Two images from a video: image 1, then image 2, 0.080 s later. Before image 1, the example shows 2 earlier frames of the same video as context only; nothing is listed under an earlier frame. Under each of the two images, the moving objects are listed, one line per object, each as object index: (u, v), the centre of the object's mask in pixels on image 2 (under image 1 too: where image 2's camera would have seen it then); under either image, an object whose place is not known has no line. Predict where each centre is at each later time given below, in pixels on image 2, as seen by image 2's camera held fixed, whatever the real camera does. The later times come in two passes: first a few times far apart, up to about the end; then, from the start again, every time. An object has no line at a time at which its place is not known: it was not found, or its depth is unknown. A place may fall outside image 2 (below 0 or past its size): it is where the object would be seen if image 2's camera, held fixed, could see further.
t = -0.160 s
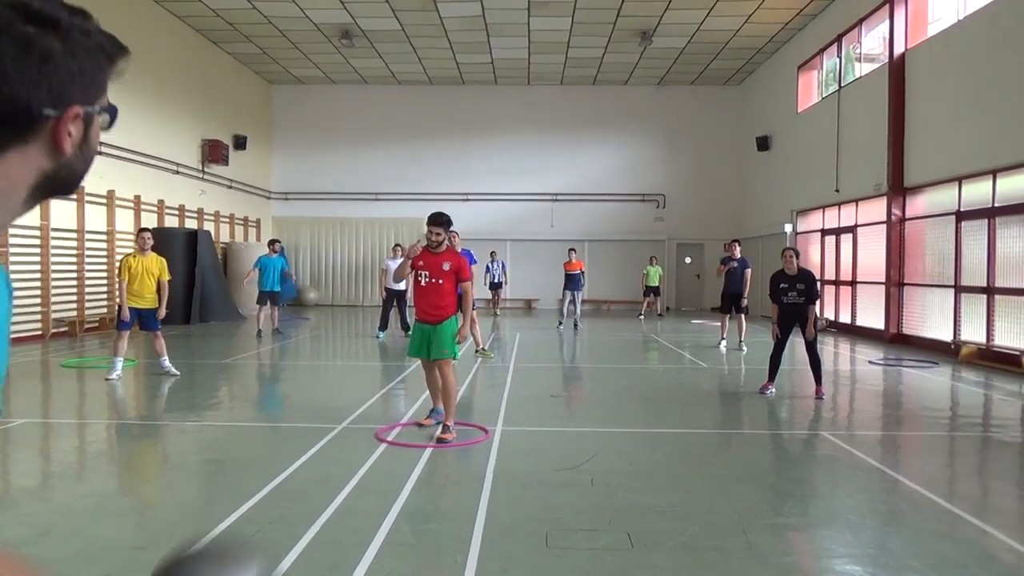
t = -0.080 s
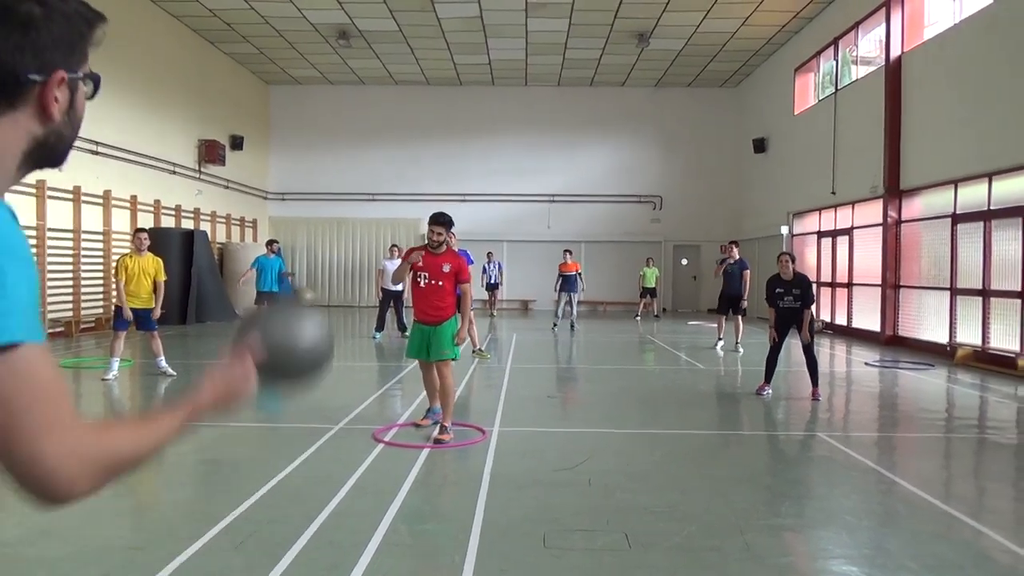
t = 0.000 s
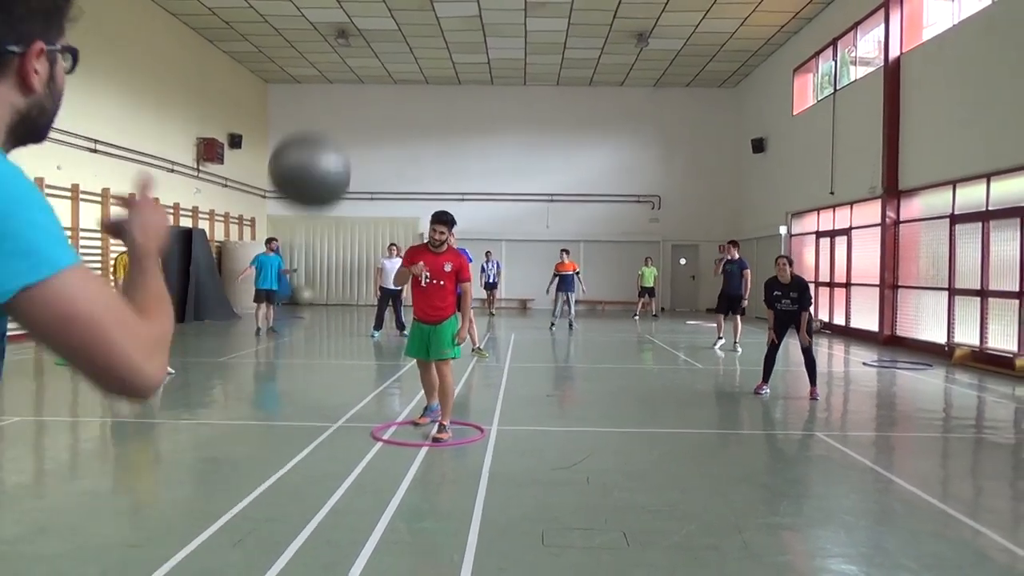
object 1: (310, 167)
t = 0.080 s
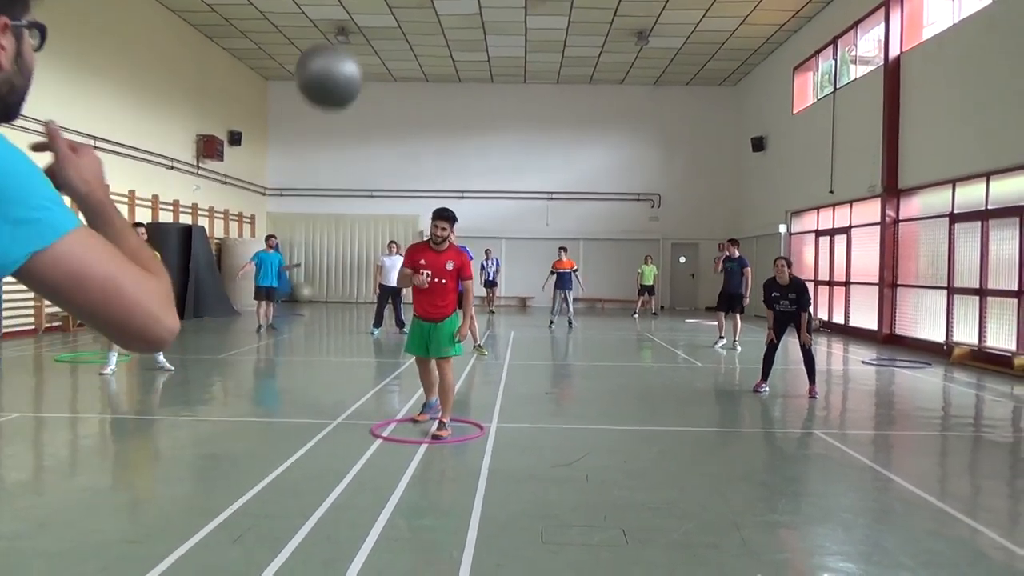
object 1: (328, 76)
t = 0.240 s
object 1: (351, 17)
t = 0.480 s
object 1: (363, 42)
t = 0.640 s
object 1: (369, 107)
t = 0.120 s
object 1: (337, 49)
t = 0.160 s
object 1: (343, 30)
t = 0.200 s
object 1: (348, 21)
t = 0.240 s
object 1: (351, 17)
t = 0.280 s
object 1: (354, 15)
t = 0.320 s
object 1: (357, 15)
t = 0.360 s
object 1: (358, 16)
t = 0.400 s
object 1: (360, 20)
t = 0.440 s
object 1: (360, 30)
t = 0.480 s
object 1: (363, 42)
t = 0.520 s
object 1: (365, 56)
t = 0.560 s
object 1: (367, 71)
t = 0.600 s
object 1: (368, 88)
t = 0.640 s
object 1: (369, 107)
